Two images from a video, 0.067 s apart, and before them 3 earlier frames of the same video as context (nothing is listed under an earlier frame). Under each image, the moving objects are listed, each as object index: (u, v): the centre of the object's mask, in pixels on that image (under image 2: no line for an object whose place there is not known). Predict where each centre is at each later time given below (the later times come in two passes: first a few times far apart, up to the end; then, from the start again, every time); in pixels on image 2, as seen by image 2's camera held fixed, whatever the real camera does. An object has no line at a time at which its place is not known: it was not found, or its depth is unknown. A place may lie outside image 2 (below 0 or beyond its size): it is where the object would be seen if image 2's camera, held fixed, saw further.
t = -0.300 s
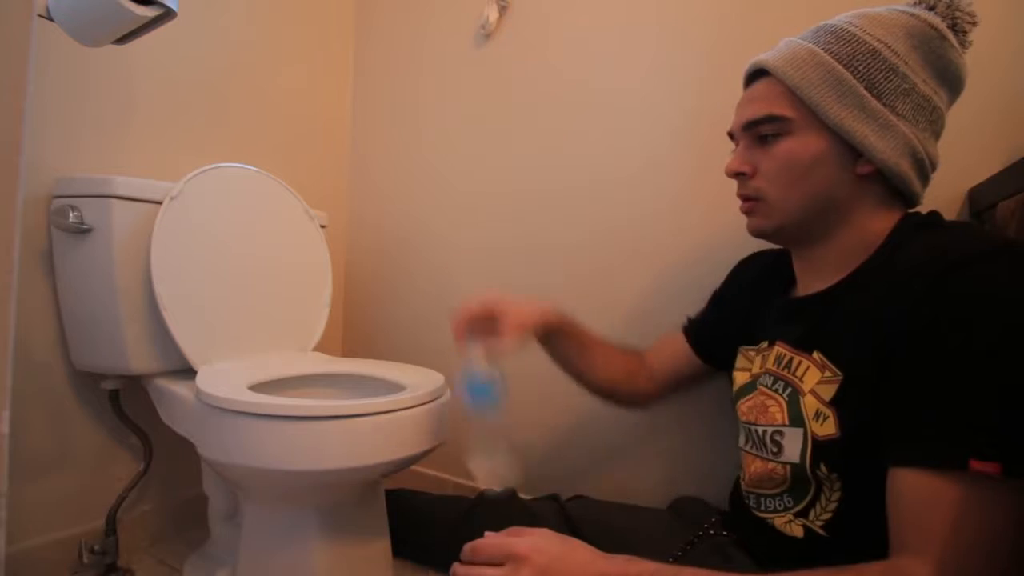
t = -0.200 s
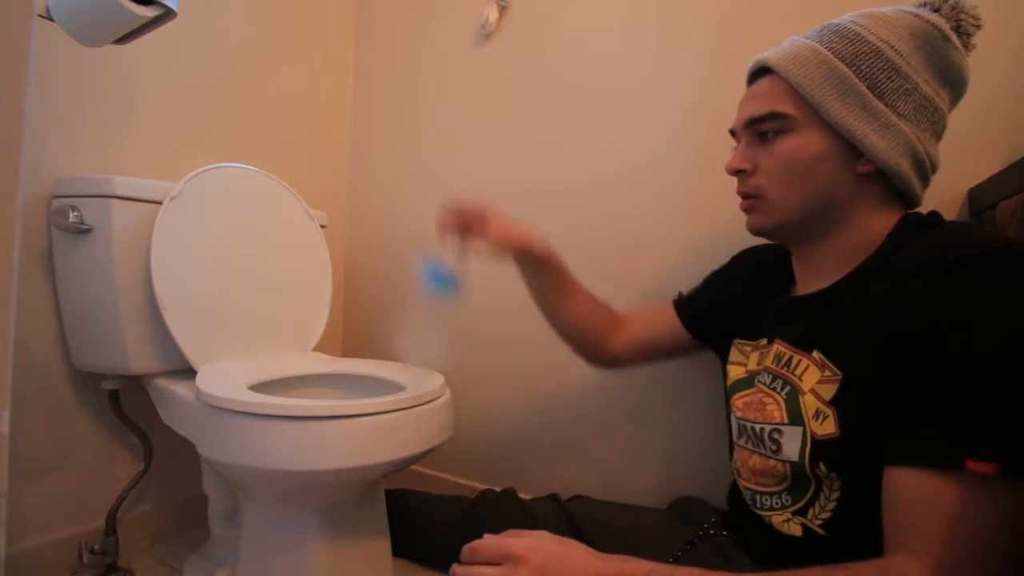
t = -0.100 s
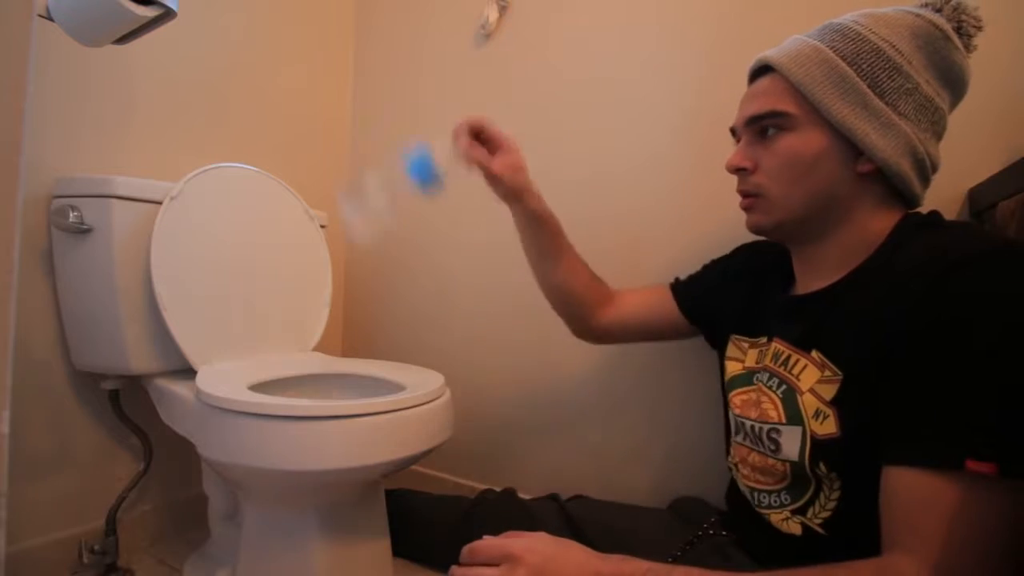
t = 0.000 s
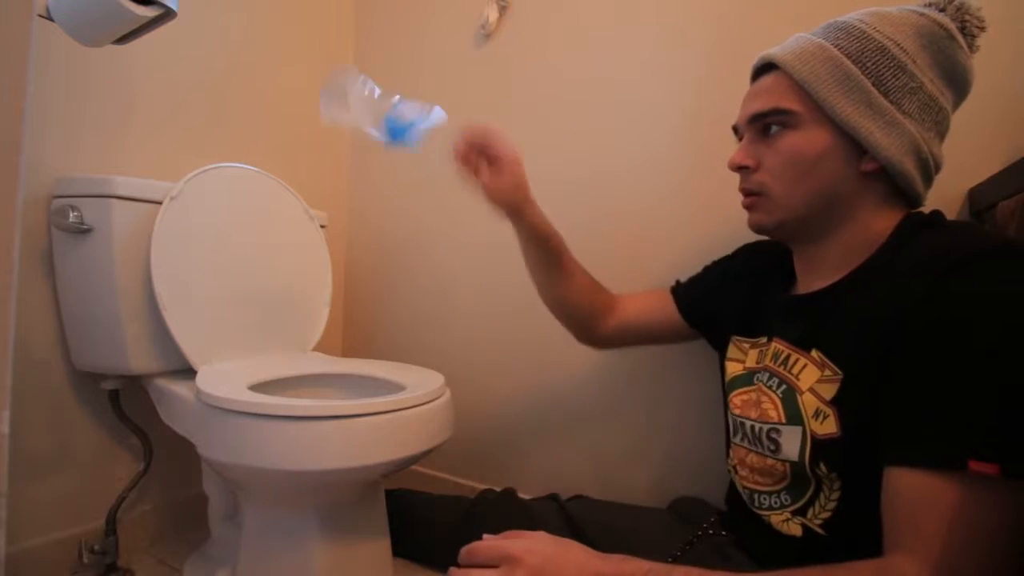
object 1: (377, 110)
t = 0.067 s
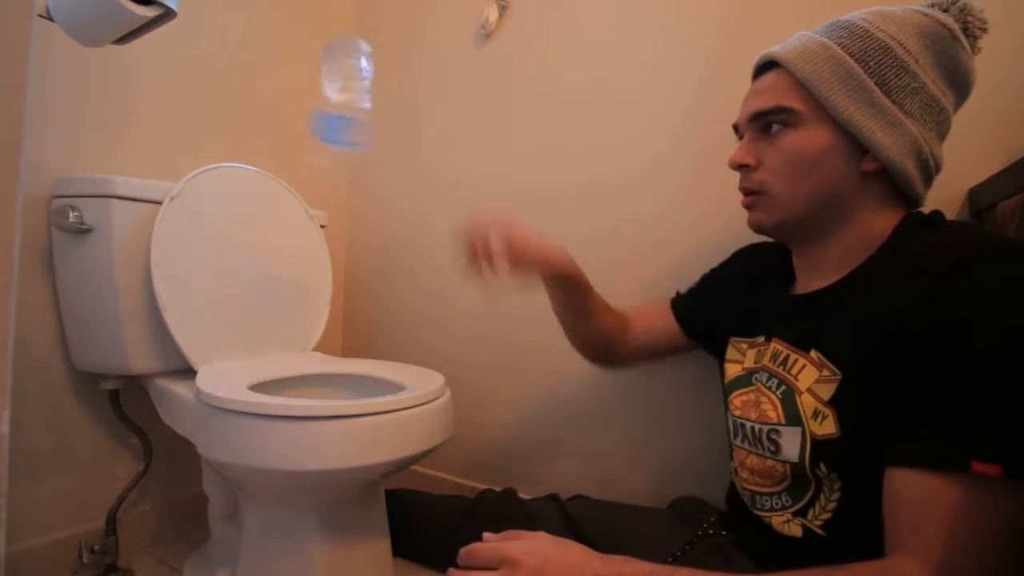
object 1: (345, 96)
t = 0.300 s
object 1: (309, 188)
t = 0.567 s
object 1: (297, 334)
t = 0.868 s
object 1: (298, 333)
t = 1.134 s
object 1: (298, 333)
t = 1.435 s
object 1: (297, 333)
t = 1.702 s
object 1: (297, 333)
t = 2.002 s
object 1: (297, 333)
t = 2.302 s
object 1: (298, 333)
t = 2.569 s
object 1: (298, 333)
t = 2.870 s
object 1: (298, 333)
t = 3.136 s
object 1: (298, 333)
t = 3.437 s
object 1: (298, 333)
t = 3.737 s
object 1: (298, 333)
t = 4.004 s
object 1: (298, 333)
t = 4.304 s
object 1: (298, 333)
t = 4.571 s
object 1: (298, 333)
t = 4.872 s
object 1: (298, 333)
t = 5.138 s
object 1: (297, 333)
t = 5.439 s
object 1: (298, 333)
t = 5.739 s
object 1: (297, 334)
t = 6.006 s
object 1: (297, 334)
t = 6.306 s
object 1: (295, 323)
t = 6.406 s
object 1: (295, 319)
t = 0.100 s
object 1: (329, 87)
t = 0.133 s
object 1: (322, 81)
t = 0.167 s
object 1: (311, 82)
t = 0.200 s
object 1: (312, 94)
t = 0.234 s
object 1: (313, 117)
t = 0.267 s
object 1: (312, 152)
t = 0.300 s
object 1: (309, 188)
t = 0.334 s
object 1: (305, 259)
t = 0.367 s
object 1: (301, 322)
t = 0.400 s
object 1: (300, 333)
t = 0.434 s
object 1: (298, 333)
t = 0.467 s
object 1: (296, 334)
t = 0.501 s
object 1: (296, 334)
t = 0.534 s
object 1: (297, 334)
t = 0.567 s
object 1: (297, 334)
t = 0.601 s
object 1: (297, 334)
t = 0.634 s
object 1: (297, 334)
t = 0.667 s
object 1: (297, 333)
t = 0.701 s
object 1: (297, 333)
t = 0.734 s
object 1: (297, 333)
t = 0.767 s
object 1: (297, 333)
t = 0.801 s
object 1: (297, 333)
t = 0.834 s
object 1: (297, 333)
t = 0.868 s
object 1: (298, 333)
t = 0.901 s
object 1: (297, 333)
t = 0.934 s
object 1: (297, 333)
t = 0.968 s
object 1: (297, 333)
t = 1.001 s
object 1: (298, 333)
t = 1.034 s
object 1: (298, 333)
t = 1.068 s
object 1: (298, 333)
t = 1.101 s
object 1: (297, 333)
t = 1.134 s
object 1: (298, 333)
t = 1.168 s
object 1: (297, 333)
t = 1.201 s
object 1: (297, 333)
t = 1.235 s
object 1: (297, 333)
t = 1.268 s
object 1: (297, 333)
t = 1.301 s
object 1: (297, 333)
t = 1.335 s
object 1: (297, 333)
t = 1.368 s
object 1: (297, 333)
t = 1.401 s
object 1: (297, 333)
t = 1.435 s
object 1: (297, 333)
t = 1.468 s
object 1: (297, 333)
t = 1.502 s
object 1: (297, 333)
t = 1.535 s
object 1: (297, 333)
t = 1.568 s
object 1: (297, 333)
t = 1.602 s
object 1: (297, 333)
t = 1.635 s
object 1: (297, 333)
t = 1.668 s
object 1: (297, 333)
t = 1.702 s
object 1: (297, 333)
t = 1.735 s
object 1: (297, 333)
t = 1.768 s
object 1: (297, 333)
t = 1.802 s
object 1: (297, 333)
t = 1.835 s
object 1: (297, 333)
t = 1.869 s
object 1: (298, 333)
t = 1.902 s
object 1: (297, 333)
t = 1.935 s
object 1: (297, 333)
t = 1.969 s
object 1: (297, 333)
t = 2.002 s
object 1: (297, 333)
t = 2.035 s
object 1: (298, 333)
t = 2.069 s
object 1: (298, 333)
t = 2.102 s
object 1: (297, 333)
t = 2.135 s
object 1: (297, 333)
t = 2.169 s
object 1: (297, 333)
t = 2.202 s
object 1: (297, 333)
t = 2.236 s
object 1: (297, 333)
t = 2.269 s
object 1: (297, 333)
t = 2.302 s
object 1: (298, 333)
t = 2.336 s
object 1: (298, 333)
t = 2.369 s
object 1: (298, 333)
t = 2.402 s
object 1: (298, 333)
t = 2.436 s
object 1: (298, 333)
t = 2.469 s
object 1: (298, 333)
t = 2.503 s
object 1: (298, 333)
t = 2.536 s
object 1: (298, 333)
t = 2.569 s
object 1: (298, 333)
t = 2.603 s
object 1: (298, 333)
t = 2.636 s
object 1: (298, 333)
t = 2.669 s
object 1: (298, 333)
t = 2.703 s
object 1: (298, 333)
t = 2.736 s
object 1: (298, 333)
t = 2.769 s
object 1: (298, 333)
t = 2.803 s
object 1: (298, 333)
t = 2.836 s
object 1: (298, 333)
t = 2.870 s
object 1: (298, 333)
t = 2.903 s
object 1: (298, 333)
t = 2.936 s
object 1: (298, 333)
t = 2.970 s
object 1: (298, 333)
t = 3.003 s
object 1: (298, 333)
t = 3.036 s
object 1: (298, 333)
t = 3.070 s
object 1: (298, 333)
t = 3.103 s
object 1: (298, 333)
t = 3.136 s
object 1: (298, 333)
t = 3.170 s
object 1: (298, 333)
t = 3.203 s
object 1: (298, 333)
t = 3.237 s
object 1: (298, 333)
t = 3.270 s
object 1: (298, 333)
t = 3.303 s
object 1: (298, 333)
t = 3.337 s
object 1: (298, 333)
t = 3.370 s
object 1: (298, 333)
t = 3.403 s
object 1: (298, 333)
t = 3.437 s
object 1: (298, 333)
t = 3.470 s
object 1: (298, 333)
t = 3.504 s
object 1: (298, 333)
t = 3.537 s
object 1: (298, 333)
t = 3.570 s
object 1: (298, 333)
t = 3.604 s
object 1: (298, 333)
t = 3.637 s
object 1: (298, 333)
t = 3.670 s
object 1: (298, 333)
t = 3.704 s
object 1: (298, 333)
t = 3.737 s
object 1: (298, 333)
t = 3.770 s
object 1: (298, 333)
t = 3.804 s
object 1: (298, 333)
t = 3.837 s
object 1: (298, 333)
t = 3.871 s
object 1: (298, 333)
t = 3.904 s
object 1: (298, 333)
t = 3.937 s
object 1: (298, 333)
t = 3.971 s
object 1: (298, 333)
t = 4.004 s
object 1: (298, 333)
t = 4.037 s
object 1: (298, 333)
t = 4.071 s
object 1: (298, 333)
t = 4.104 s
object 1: (298, 333)
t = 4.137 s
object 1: (298, 333)
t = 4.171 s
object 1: (298, 333)
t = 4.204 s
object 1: (298, 333)
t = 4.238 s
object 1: (298, 333)
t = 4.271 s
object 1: (298, 333)
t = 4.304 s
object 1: (298, 333)
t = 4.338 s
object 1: (298, 333)
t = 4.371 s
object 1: (297, 333)
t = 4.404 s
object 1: (298, 333)
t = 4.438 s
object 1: (298, 333)
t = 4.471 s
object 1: (298, 333)
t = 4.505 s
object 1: (298, 333)
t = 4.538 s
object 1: (298, 333)
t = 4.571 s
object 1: (298, 333)
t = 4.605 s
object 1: (298, 332)
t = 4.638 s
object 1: (298, 333)
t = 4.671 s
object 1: (298, 333)
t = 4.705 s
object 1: (298, 333)
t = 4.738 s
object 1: (298, 333)
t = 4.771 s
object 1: (298, 333)
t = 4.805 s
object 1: (298, 333)
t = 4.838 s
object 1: (298, 333)
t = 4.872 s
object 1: (298, 333)
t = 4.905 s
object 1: (297, 333)
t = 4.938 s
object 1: (297, 334)
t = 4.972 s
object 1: (297, 332)
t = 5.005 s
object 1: (297, 334)
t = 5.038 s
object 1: (297, 334)
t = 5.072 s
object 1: (297, 334)
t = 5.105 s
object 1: (297, 334)
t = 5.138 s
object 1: (297, 333)
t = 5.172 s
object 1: (298, 333)
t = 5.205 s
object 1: (297, 333)
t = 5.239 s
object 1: (297, 332)
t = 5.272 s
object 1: (298, 332)
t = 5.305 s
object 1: (298, 332)
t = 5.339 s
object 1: (298, 332)
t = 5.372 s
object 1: (298, 332)
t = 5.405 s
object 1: (297, 332)
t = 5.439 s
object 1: (298, 333)
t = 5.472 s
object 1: (297, 332)
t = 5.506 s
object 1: (297, 332)
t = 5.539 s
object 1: (297, 332)
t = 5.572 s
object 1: (297, 333)
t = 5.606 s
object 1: (297, 335)
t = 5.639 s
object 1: (297, 334)
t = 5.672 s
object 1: (297, 334)
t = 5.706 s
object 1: (297, 333)
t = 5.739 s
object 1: (297, 334)
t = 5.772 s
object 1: (297, 333)
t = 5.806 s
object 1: (297, 333)
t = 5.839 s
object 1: (297, 333)
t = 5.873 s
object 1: (298, 333)
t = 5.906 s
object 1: (298, 334)
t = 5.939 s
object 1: (298, 334)
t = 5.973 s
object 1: (298, 334)
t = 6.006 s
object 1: (297, 334)
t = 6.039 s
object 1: (298, 335)
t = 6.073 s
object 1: (297, 334)
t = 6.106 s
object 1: (297, 332)
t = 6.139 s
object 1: (297, 332)
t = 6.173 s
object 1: (296, 331)
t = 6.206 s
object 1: (296, 328)
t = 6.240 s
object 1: (295, 326)
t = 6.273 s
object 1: (295, 324)
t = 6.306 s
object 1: (295, 323)
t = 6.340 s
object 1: (295, 321)
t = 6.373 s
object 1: (295, 320)
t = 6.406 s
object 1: (295, 319)
